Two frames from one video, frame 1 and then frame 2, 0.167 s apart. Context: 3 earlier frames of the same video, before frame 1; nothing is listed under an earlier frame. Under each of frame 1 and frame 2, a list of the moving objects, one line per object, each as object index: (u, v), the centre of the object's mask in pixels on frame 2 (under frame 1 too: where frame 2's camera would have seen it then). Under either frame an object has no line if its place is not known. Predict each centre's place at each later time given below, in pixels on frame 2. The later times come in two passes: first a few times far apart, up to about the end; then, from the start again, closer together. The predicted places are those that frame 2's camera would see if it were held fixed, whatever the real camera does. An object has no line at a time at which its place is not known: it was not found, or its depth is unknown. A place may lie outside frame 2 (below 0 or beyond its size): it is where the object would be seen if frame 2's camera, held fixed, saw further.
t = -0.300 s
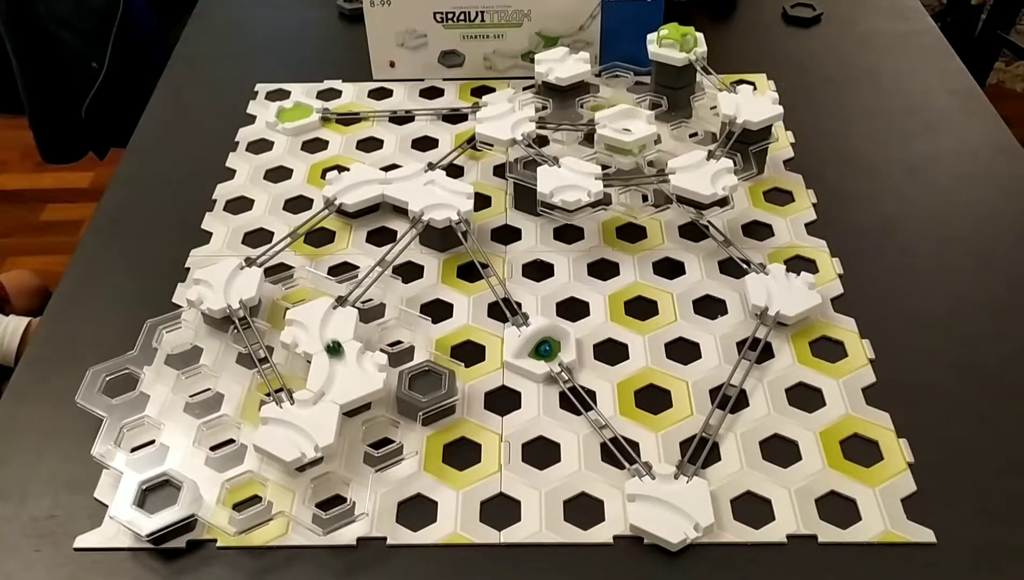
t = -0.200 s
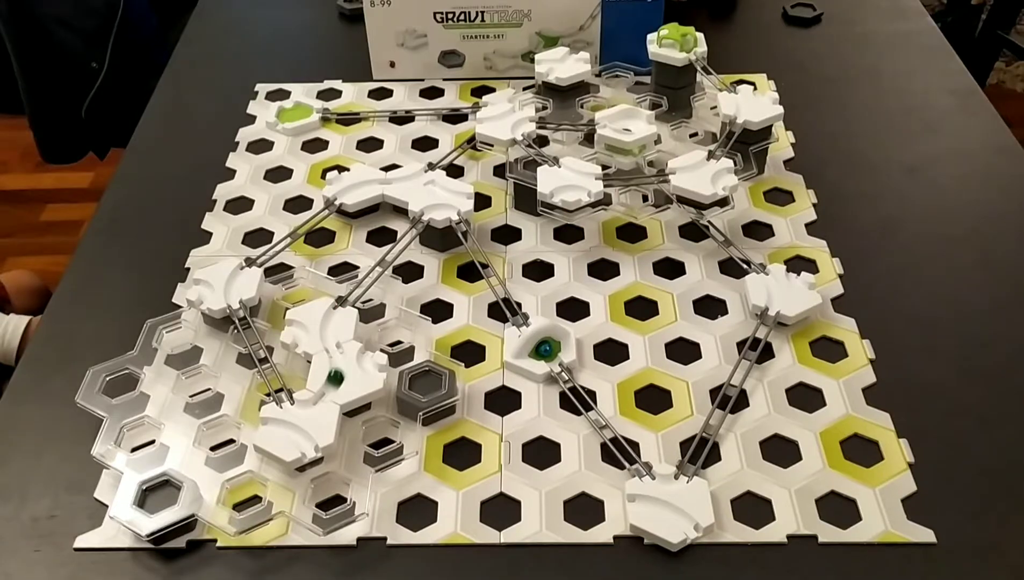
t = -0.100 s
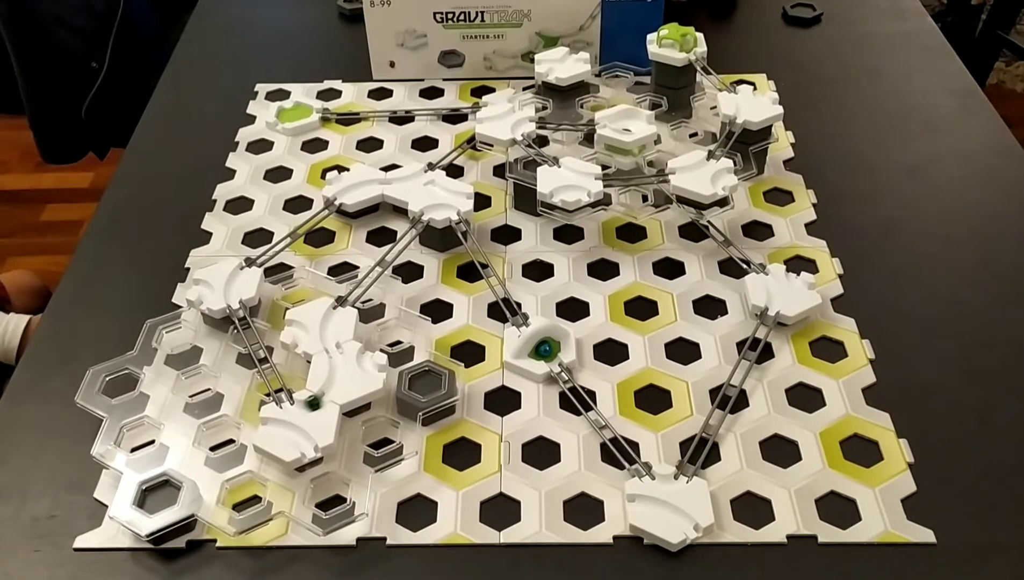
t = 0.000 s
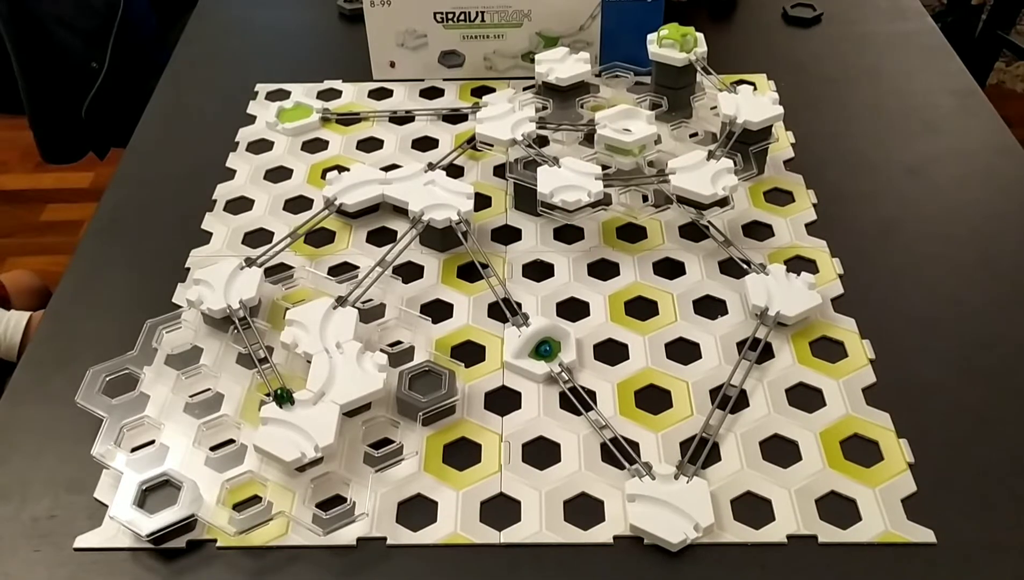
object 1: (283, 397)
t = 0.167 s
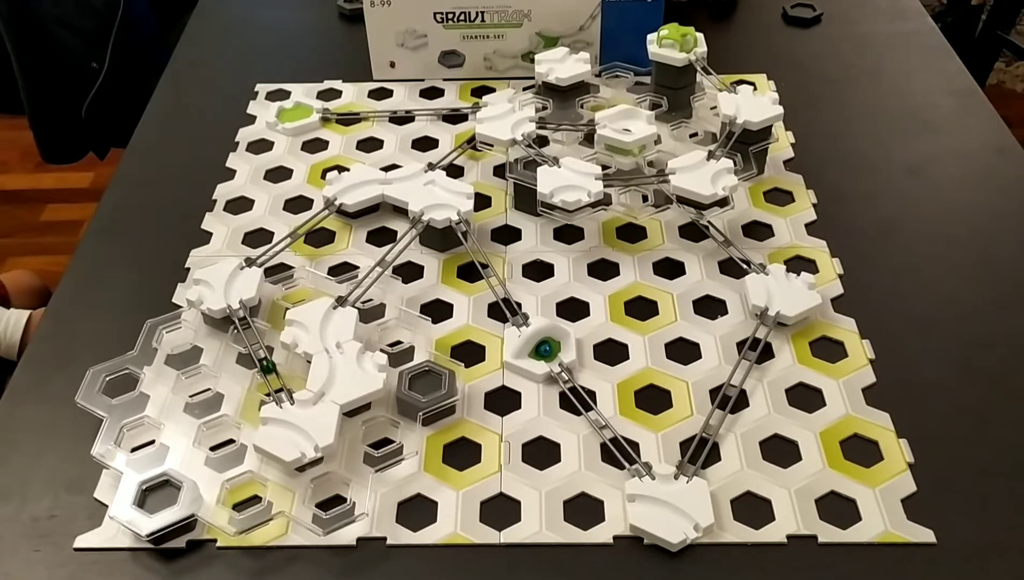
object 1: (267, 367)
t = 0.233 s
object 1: (261, 356)
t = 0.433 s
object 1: (244, 320)
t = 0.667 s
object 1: (233, 282)
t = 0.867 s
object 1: (266, 251)
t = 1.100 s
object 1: (323, 207)
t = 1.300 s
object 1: (392, 181)
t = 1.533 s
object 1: (453, 150)
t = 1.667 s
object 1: (473, 139)
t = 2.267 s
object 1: (363, 110)
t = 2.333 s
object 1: (347, 110)
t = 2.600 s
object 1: (282, 112)
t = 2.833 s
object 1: (289, 109)
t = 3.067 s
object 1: (292, 107)
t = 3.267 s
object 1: (298, 106)
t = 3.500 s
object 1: (301, 107)
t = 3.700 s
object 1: (305, 108)
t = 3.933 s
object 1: (306, 108)
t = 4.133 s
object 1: (306, 108)
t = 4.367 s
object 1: (305, 108)
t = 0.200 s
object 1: (265, 362)
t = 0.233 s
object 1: (261, 356)
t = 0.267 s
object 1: (260, 353)
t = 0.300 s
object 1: (257, 345)
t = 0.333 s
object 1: (252, 337)
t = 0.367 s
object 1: (249, 332)
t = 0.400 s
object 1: (246, 325)
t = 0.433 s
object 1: (244, 320)
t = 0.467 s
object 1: (240, 314)
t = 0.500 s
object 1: (239, 309)
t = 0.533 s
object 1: (237, 307)
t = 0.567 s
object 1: (233, 298)
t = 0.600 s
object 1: (232, 293)
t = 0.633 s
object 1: (232, 288)
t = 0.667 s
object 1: (233, 282)
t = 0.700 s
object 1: (236, 276)
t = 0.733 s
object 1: (240, 270)
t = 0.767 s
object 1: (246, 264)
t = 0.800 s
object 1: (252, 260)
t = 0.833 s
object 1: (257, 258)
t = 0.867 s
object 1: (266, 251)
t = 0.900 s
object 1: (273, 245)
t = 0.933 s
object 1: (281, 239)
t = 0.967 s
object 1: (289, 233)
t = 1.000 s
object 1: (296, 229)
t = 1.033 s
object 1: (305, 221)
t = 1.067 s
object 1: (314, 214)
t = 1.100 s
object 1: (323, 207)
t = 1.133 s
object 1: (331, 203)
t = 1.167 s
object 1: (339, 195)
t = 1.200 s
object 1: (351, 188)
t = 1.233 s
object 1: (364, 183)
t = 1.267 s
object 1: (379, 181)
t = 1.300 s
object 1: (392, 181)
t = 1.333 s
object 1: (403, 179)
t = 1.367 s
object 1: (415, 175)
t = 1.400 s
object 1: (426, 169)
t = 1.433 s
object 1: (432, 166)
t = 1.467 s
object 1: (438, 161)
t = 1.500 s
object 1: (446, 155)
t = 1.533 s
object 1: (453, 150)
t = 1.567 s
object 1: (460, 144)
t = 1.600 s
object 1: (467, 140)
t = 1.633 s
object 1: (471, 137)
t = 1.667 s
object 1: (473, 139)
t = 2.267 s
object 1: (363, 110)
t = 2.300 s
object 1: (355, 110)
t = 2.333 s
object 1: (347, 110)
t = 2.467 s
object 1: (314, 110)
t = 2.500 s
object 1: (306, 111)
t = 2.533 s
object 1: (298, 112)
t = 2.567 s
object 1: (289, 112)
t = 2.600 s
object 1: (282, 112)
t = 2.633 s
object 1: (282, 112)
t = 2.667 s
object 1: (284, 111)
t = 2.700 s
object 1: (286, 111)
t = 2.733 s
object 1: (287, 111)
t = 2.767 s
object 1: (288, 110)
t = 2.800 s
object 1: (288, 109)
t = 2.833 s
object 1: (289, 109)
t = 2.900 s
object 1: (289, 109)
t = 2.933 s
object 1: (290, 108)
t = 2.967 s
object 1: (290, 108)
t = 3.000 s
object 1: (290, 107)
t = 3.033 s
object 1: (291, 107)
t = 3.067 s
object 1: (292, 107)
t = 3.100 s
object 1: (293, 106)
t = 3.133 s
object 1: (294, 106)
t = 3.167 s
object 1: (295, 106)
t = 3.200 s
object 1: (296, 106)
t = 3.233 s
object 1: (297, 106)
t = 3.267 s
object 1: (298, 106)
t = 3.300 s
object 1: (298, 106)
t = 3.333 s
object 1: (299, 106)
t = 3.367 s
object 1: (299, 107)
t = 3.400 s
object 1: (299, 107)
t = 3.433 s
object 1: (300, 107)
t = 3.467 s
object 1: (300, 107)
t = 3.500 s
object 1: (301, 107)
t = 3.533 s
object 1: (302, 107)
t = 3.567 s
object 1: (303, 107)
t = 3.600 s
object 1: (304, 108)
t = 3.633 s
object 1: (304, 108)
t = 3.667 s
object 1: (305, 108)
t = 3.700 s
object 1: (305, 108)
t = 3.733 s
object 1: (306, 108)
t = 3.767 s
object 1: (306, 108)
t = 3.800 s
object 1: (306, 109)
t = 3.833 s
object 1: (306, 108)
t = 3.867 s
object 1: (306, 108)
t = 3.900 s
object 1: (305, 108)
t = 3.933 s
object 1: (306, 108)
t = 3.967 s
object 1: (305, 108)
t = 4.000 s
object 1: (305, 108)
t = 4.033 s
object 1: (306, 108)
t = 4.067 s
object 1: (306, 108)
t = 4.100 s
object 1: (306, 108)
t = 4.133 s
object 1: (306, 108)
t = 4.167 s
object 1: (306, 108)
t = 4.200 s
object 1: (306, 108)
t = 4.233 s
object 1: (306, 108)
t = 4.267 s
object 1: (306, 108)
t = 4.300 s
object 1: (305, 108)
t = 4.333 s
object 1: (305, 108)
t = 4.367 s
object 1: (305, 108)
